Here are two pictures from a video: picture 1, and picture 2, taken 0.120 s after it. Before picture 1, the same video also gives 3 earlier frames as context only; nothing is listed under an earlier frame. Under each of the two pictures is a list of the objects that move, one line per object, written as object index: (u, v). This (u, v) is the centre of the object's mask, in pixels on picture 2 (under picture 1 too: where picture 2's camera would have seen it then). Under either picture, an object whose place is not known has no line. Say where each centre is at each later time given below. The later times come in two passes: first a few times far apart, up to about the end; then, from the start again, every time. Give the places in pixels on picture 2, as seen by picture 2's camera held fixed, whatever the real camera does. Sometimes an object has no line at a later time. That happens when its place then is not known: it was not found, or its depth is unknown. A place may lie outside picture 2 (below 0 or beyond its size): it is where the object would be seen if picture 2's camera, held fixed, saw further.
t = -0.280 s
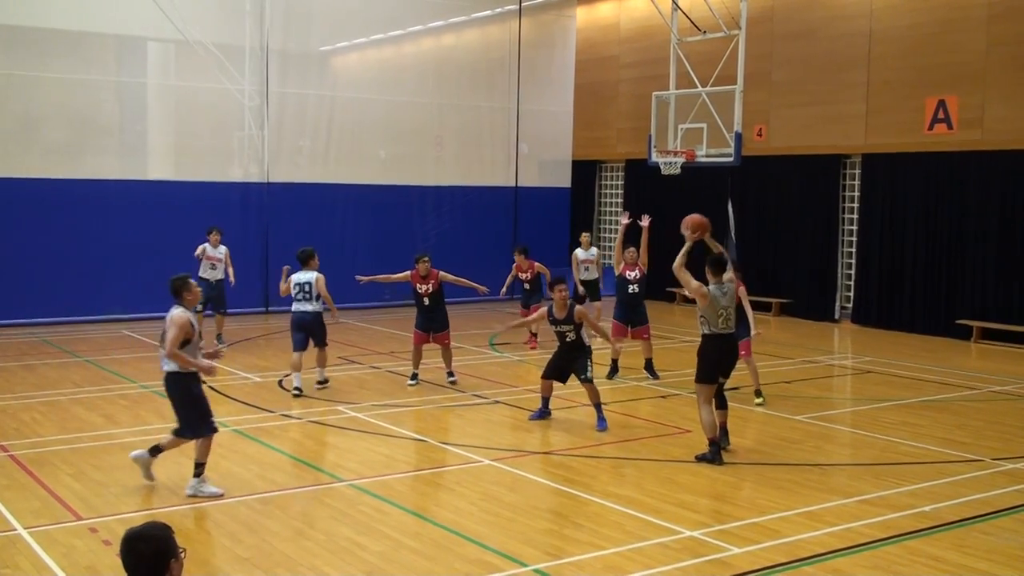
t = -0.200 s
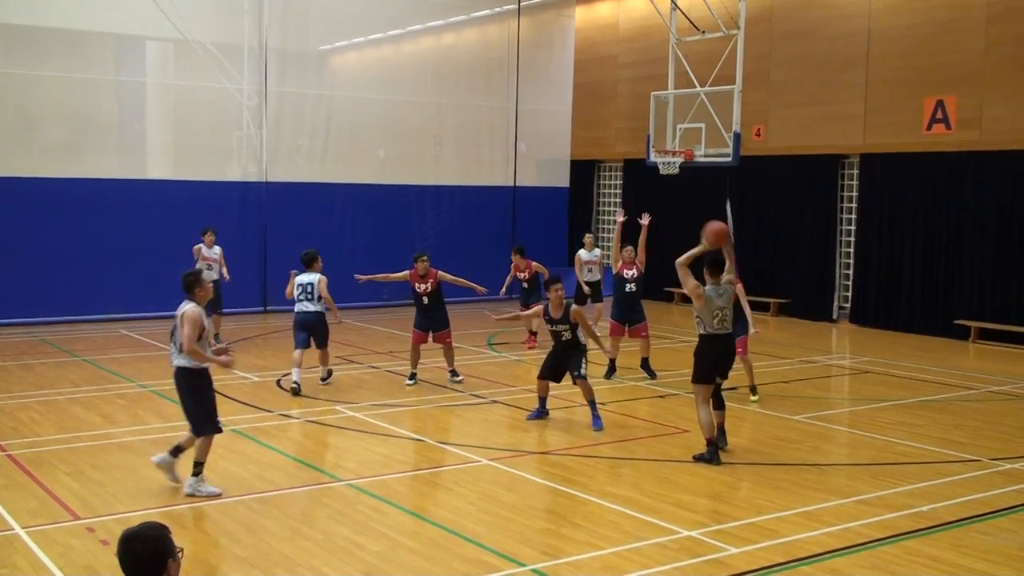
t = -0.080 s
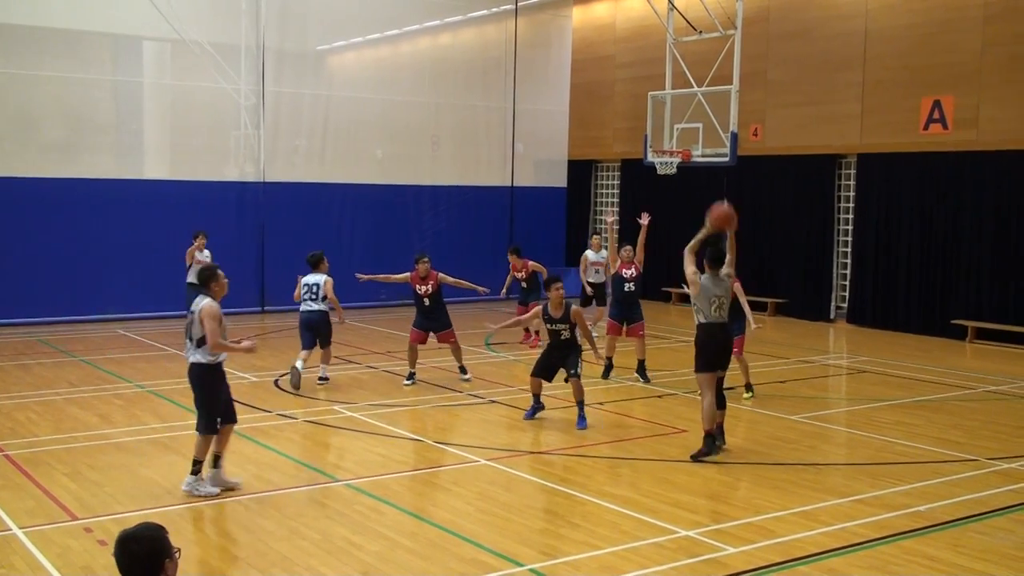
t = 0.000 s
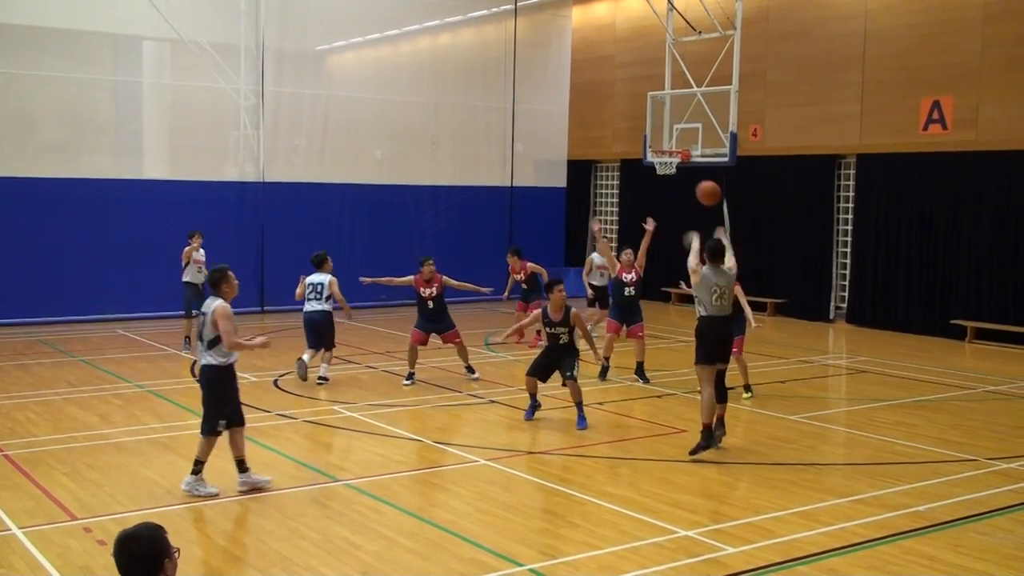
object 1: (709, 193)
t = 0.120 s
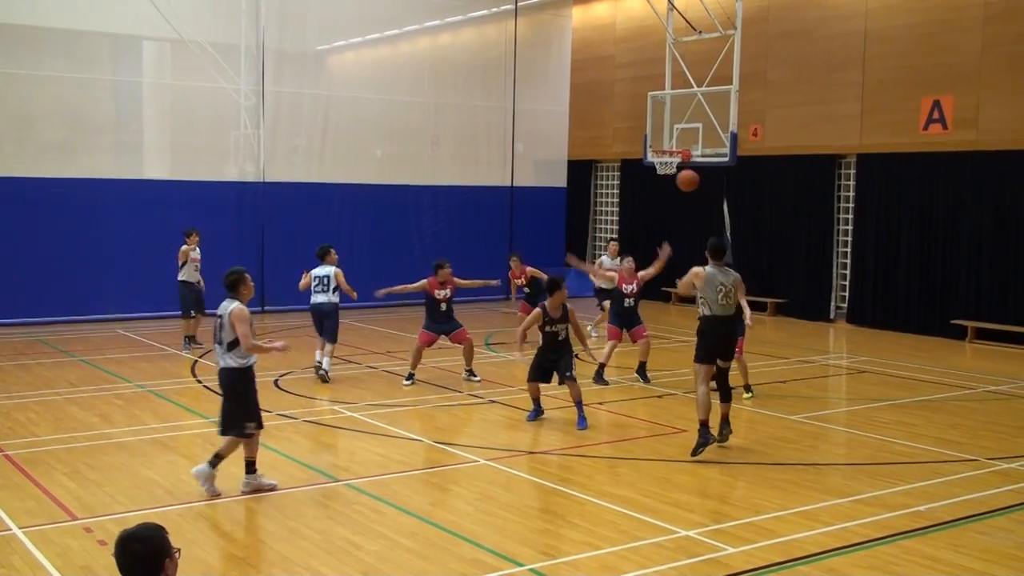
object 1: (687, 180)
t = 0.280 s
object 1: (667, 183)
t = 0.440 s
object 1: (652, 202)
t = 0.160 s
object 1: (681, 179)
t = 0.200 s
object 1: (676, 179)
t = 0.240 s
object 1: (671, 181)
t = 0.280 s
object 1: (667, 183)
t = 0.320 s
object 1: (663, 187)
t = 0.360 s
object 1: (659, 191)
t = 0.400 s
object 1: (656, 196)
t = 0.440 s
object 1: (652, 202)
